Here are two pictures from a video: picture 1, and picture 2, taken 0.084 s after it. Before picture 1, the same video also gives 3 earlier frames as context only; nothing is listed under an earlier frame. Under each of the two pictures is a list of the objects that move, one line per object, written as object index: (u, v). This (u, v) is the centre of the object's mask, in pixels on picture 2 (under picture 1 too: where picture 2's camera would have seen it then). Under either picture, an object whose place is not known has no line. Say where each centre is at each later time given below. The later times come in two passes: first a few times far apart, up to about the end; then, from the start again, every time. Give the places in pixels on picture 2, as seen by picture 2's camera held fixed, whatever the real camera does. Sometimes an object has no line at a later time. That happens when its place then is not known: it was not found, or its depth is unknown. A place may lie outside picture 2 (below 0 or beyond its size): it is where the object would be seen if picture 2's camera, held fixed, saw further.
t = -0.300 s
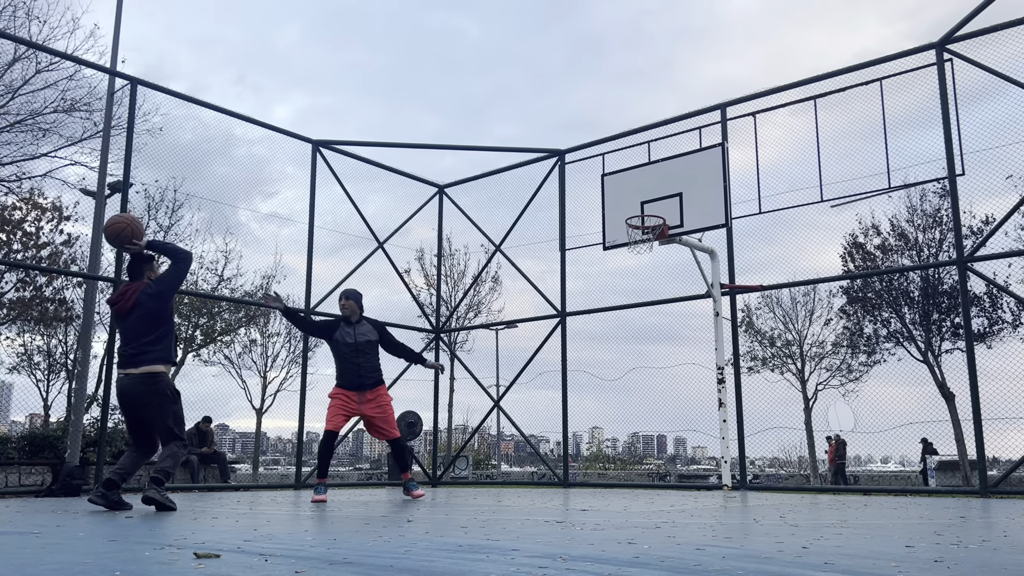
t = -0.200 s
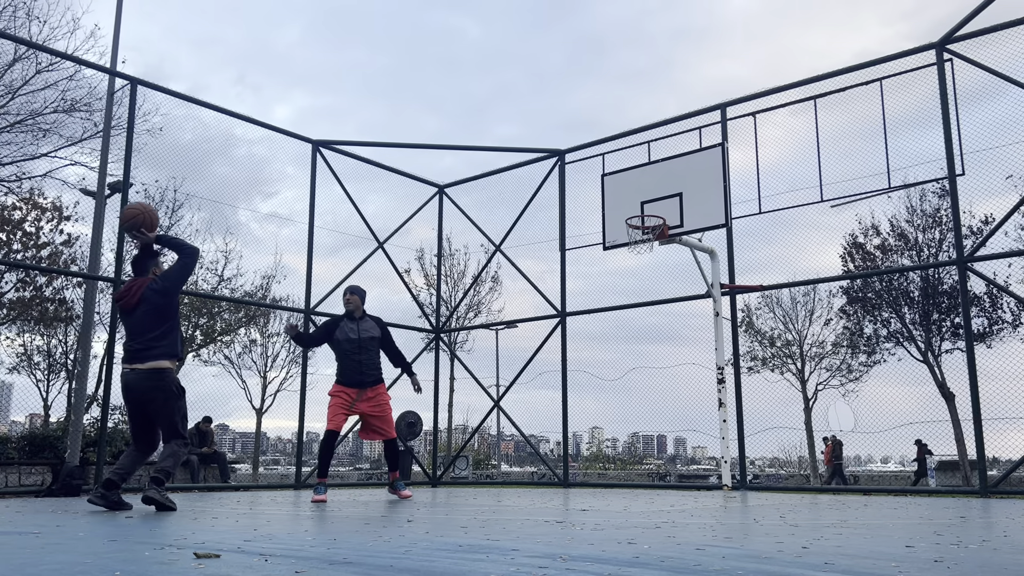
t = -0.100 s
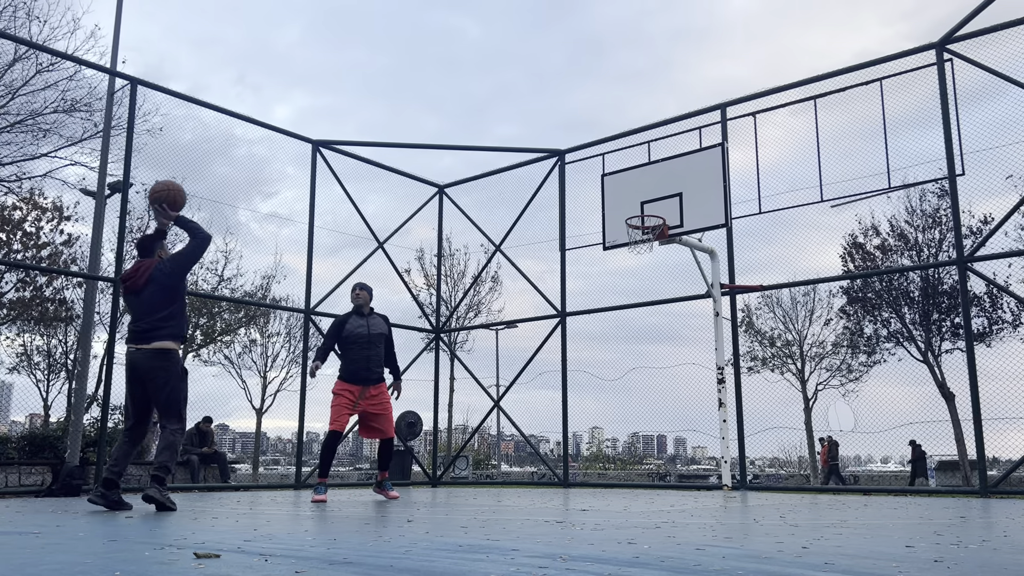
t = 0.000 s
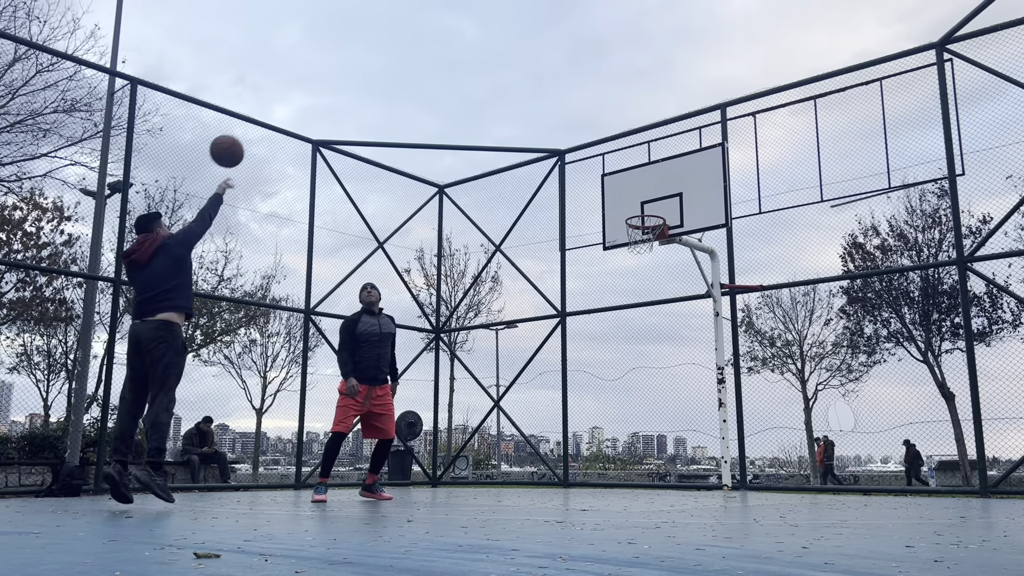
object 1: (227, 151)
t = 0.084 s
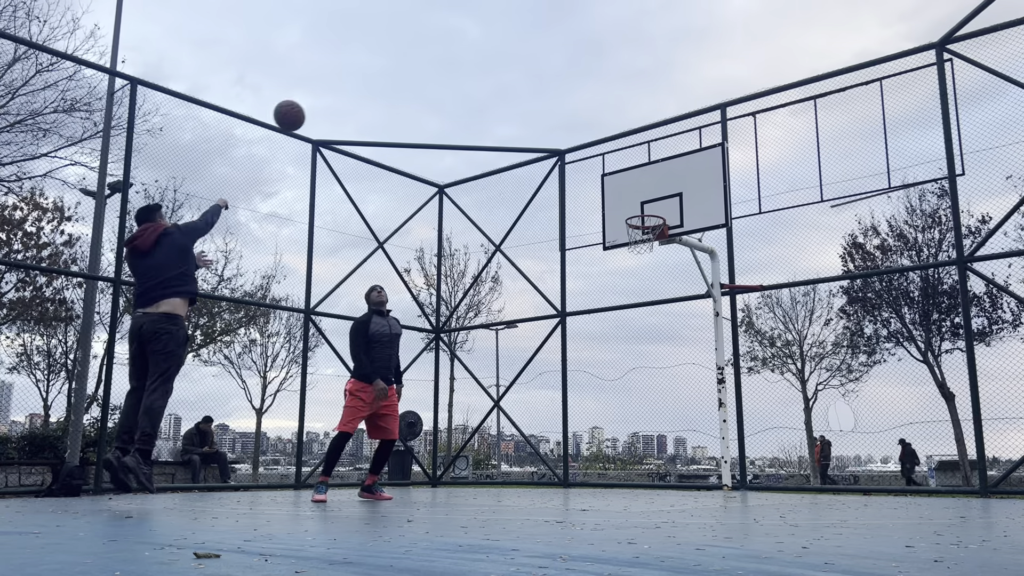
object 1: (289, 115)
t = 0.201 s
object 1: (362, 86)
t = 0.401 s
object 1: (460, 72)
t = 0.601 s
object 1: (535, 94)
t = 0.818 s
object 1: (601, 146)
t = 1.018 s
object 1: (651, 217)
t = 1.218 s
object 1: (642, 150)
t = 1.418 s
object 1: (630, 108)
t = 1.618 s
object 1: (618, 97)
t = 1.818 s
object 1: (605, 118)
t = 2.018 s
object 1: (591, 174)
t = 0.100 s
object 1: (300, 110)
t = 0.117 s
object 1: (312, 105)
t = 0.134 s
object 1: (322, 100)
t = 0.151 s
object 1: (333, 96)
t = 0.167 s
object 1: (343, 92)
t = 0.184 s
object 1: (353, 89)
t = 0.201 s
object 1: (362, 86)
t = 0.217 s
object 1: (372, 83)
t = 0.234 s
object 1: (381, 80)
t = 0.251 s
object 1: (390, 78)
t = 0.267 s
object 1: (398, 77)
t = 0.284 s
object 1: (407, 75)
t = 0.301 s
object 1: (415, 74)
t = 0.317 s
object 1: (423, 73)
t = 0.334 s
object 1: (431, 72)
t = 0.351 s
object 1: (438, 72)
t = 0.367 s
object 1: (446, 72)
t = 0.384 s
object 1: (453, 72)
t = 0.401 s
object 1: (460, 72)
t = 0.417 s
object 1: (467, 73)
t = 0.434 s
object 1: (474, 74)
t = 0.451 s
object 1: (480, 75)
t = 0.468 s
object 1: (487, 76)
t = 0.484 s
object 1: (493, 78)
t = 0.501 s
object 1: (500, 79)
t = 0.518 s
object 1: (506, 81)
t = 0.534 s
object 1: (512, 84)
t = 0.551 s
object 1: (518, 86)
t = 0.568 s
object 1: (524, 88)
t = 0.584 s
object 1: (530, 91)
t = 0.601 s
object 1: (535, 94)
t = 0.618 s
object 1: (541, 97)
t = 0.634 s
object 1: (546, 100)
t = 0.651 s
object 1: (552, 104)
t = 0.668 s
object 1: (557, 107)
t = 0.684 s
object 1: (562, 111)
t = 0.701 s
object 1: (567, 115)
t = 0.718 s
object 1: (572, 119)
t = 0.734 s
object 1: (577, 123)
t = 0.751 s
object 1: (582, 128)
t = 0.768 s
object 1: (587, 132)
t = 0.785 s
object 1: (592, 137)
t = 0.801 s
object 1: (596, 141)
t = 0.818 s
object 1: (601, 146)
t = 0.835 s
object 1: (605, 152)
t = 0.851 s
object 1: (610, 157)
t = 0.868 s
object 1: (615, 162)
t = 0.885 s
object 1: (619, 168)
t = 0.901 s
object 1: (623, 174)
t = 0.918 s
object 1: (628, 180)
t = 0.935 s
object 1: (632, 186)
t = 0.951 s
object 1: (636, 192)
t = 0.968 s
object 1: (640, 198)
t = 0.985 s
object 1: (644, 204)
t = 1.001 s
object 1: (648, 209)
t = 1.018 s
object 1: (651, 217)
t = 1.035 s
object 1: (651, 214)
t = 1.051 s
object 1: (651, 206)
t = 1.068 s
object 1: (650, 200)
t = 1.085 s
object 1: (649, 193)
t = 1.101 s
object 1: (648, 187)
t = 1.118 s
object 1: (647, 182)
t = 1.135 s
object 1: (646, 176)
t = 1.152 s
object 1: (645, 170)
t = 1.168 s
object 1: (644, 165)
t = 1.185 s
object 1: (643, 159)
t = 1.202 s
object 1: (642, 154)
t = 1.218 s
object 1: (642, 150)
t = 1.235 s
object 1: (640, 145)
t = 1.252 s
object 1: (640, 141)
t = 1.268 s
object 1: (639, 136)
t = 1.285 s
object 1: (638, 132)
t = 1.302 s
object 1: (637, 129)
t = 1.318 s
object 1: (636, 125)
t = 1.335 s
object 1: (634, 122)
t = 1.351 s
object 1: (634, 119)
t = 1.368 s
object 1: (633, 116)
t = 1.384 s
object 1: (632, 113)
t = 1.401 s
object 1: (631, 110)
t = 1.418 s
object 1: (630, 108)
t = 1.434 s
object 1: (629, 106)
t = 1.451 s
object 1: (628, 104)
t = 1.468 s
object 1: (627, 102)
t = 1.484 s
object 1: (626, 101)
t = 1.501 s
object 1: (625, 99)
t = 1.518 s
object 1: (624, 98)
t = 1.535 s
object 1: (623, 98)
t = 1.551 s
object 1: (622, 97)
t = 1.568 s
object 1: (621, 97)
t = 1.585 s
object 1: (620, 96)
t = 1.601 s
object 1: (619, 96)
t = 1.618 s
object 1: (618, 97)
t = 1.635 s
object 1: (617, 97)
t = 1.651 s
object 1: (616, 98)
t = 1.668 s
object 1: (615, 99)
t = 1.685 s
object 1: (614, 100)
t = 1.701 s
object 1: (613, 101)
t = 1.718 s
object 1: (611, 103)
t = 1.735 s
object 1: (610, 105)
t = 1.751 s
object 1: (609, 107)
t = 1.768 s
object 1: (608, 109)
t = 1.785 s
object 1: (607, 112)
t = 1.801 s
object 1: (606, 115)
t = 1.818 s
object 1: (605, 118)
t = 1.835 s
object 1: (604, 121)
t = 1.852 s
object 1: (603, 124)
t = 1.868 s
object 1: (601, 128)
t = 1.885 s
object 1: (600, 131)
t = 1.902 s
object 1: (599, 136)
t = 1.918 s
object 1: (598, 141)
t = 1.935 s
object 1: (597, 145)
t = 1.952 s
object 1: (596, 151)
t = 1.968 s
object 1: (594, 156)
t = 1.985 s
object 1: (593, 162)
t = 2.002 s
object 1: (592, 167)
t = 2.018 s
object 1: (591, 174)
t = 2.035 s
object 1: (590, 180)
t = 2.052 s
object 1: (588, 187)
